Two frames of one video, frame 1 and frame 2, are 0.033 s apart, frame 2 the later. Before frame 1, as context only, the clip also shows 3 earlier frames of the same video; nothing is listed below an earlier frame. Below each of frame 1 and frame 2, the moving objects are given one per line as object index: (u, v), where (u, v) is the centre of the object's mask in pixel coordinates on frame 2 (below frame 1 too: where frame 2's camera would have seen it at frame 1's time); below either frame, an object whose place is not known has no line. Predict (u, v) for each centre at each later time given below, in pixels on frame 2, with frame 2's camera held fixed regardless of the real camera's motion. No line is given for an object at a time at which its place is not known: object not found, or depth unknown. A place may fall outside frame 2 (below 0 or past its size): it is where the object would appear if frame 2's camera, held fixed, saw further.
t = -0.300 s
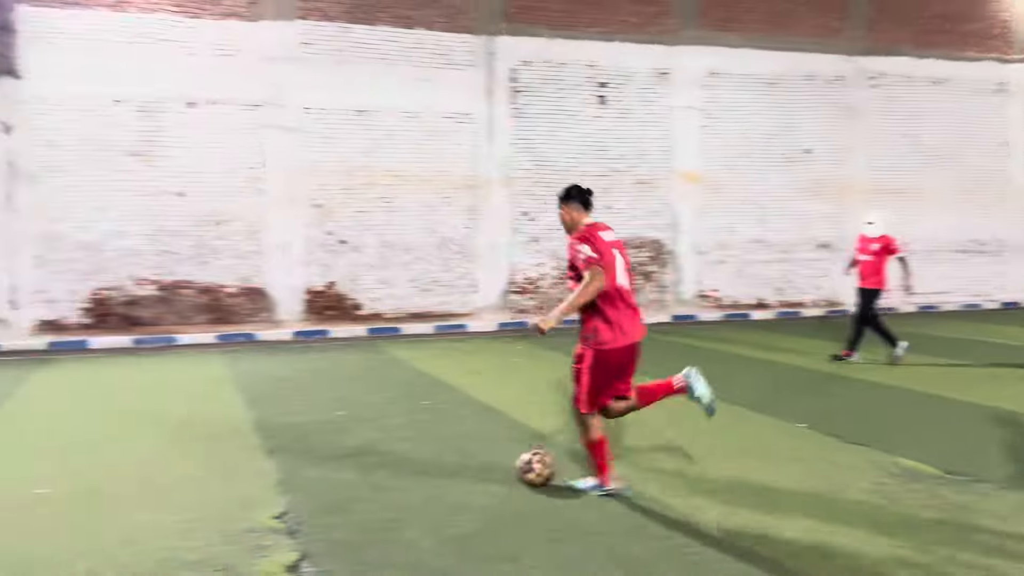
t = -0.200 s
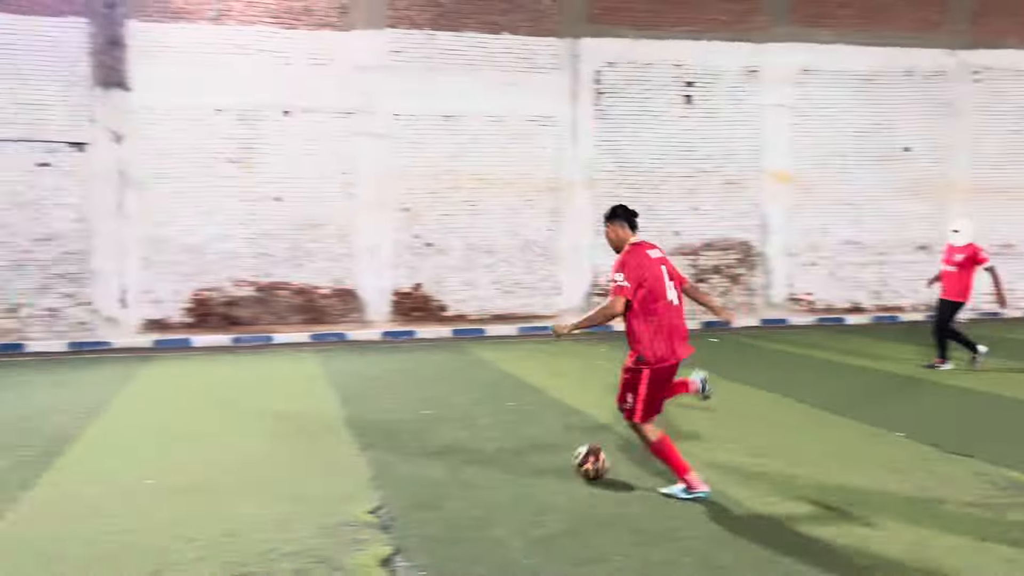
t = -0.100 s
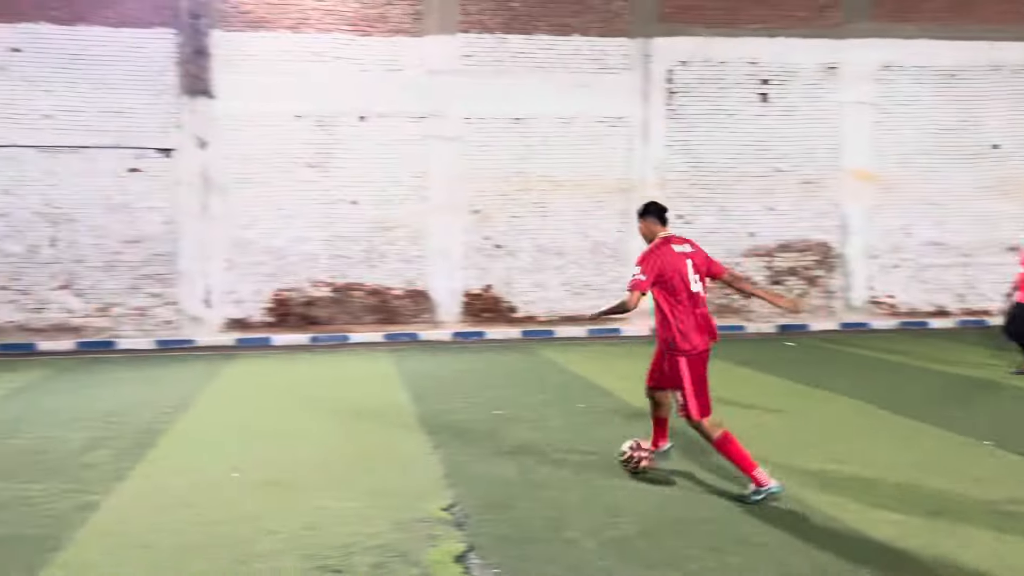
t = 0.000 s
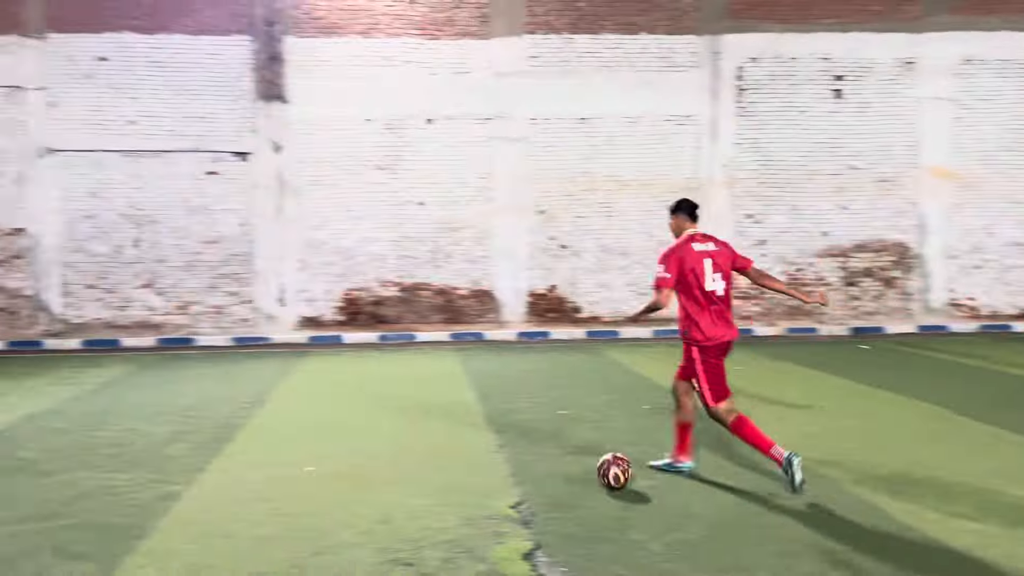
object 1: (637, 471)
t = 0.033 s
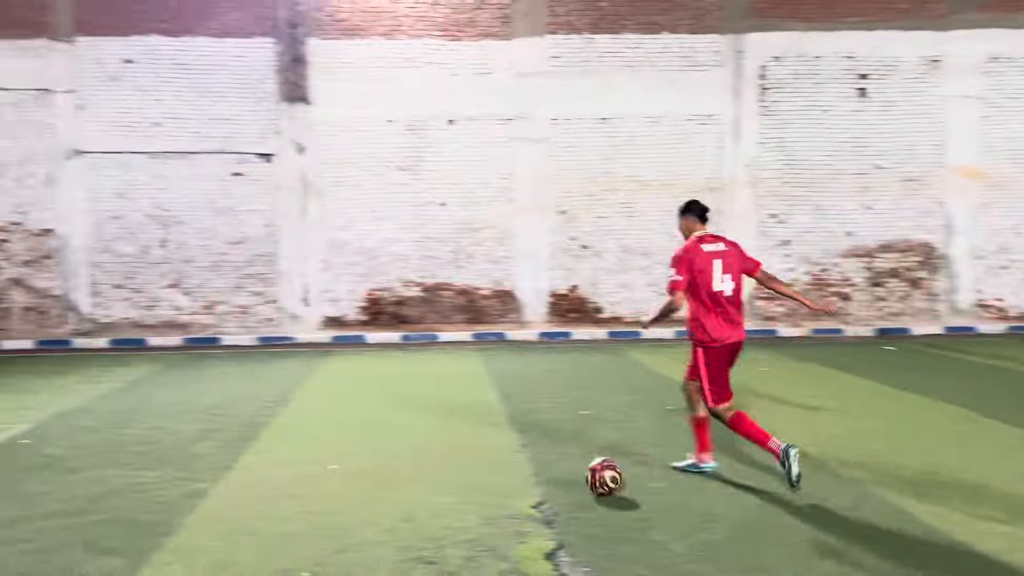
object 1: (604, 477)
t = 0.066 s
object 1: (570, 483)
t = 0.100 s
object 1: (536, 489)
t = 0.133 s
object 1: (504, 488)
